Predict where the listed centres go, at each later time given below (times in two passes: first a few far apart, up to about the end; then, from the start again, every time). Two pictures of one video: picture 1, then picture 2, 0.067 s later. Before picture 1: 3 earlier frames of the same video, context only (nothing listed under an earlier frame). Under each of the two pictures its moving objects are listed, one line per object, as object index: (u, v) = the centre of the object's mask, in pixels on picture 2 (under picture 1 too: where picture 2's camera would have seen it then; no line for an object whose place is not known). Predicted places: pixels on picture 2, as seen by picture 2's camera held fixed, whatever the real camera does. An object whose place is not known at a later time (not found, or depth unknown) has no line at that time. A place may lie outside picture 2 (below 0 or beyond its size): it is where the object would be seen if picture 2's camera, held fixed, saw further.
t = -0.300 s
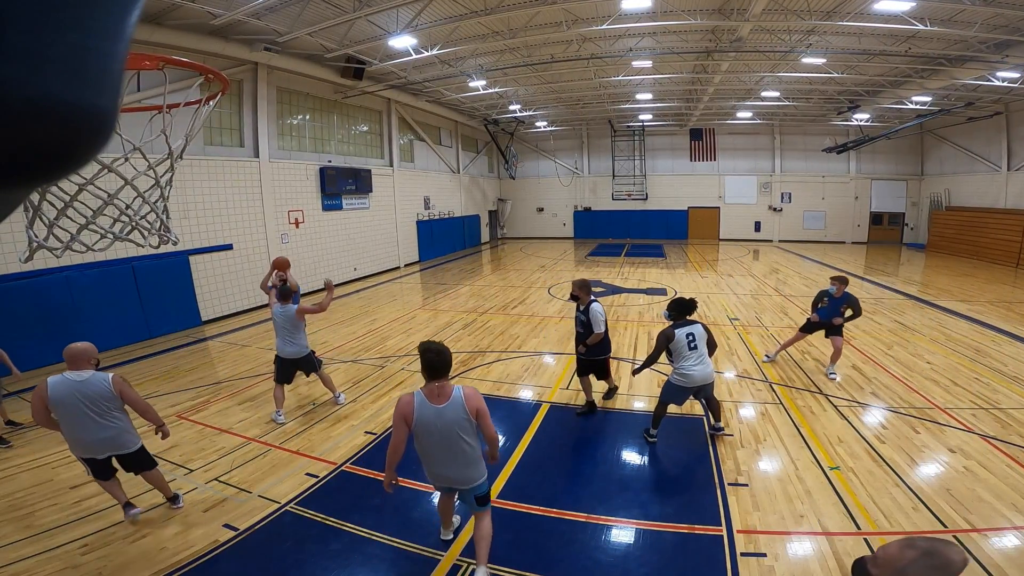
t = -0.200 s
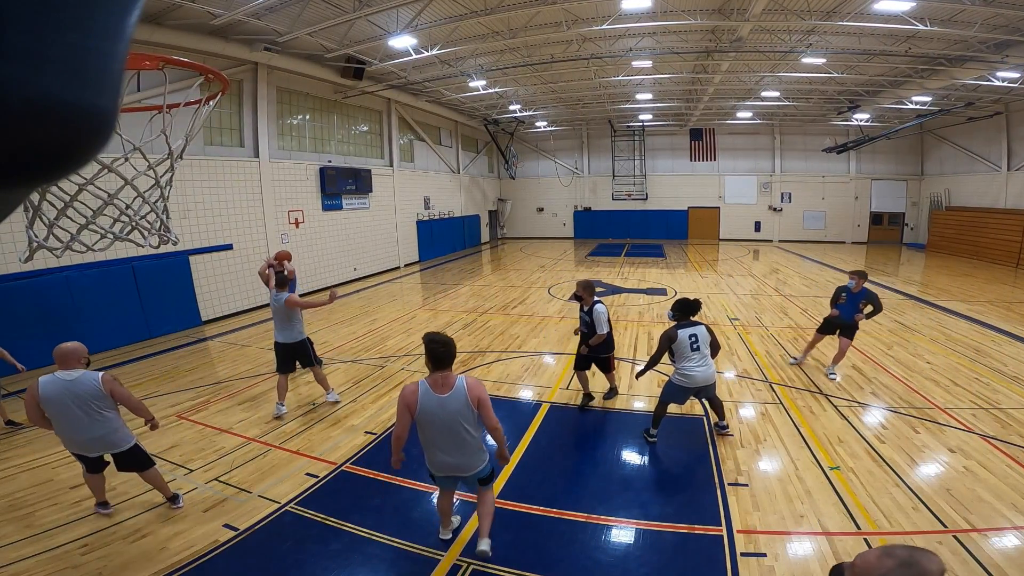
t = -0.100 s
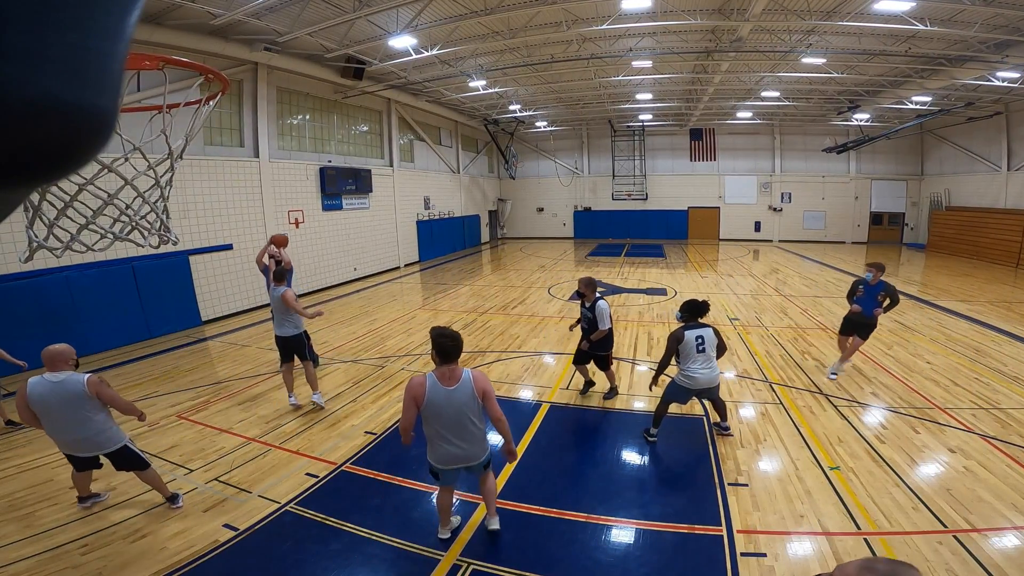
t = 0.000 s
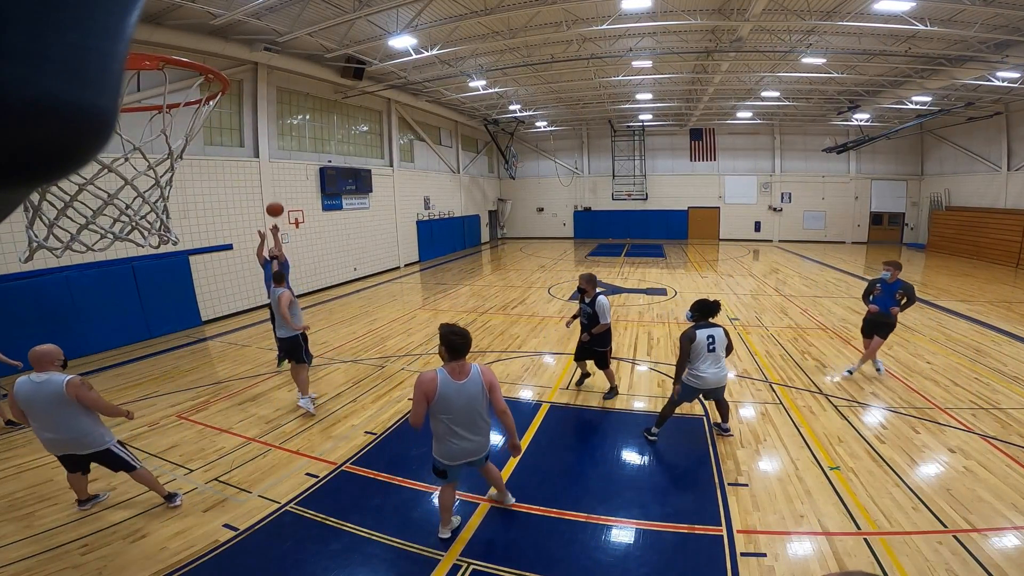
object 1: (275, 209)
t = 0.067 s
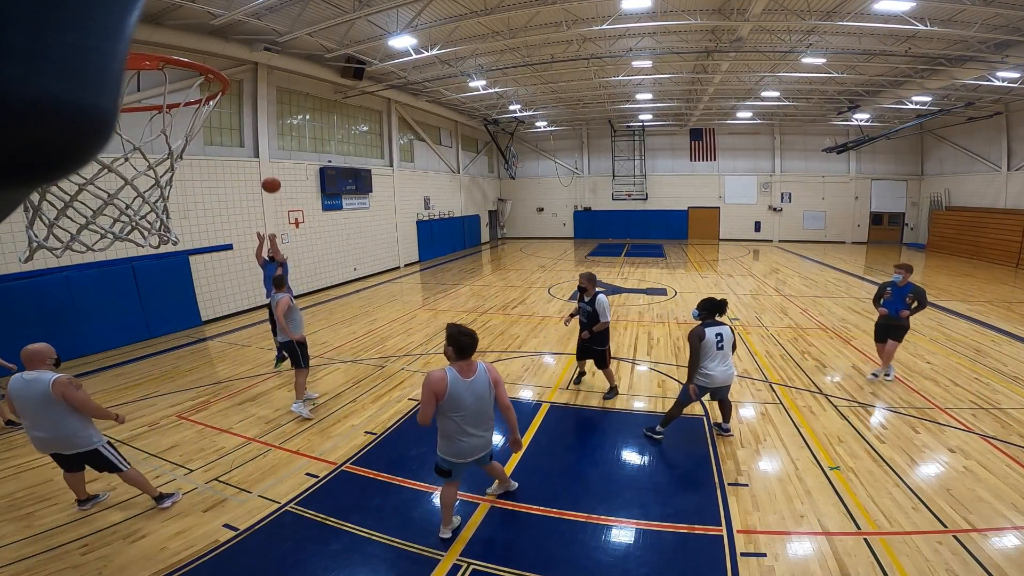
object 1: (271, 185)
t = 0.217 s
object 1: (264, 133)
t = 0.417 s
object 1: (256, 73)
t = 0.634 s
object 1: (247, 22)
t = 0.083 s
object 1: (270, 179)
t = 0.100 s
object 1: (269, 173)
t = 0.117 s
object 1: (269, 167)
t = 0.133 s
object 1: (268, 161)
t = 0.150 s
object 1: (267, 156)
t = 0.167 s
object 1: (266, 150)
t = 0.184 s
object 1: (265, 144)
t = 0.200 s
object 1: (265, 139)
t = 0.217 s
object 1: (264, 133)
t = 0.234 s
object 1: (263, 128)
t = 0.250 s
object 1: (263, 123)
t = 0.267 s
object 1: (262, 117)
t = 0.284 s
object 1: (261, 112)
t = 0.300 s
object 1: (260, 108)
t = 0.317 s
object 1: (260, 102)
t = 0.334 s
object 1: (259, 97)
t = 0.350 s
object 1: (258, 92)
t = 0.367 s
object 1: (258, 87)
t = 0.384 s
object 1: (257, 83)
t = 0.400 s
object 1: (256, 78)
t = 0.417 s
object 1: (256, 73)
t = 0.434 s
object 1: (255, 69)
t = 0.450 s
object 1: (254, 64)
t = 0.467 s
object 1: (254, 60)
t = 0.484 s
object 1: (253, 56)
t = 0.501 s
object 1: (253, 52)
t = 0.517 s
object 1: (252, 48)
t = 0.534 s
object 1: (252, 44)
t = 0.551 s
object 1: (251, 40)
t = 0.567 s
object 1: (251, 36)
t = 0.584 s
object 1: (250, 33)
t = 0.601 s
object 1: (249, 30)
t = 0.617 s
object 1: (248, 26)
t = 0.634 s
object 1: (247, 22)
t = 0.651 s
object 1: (246, 19)
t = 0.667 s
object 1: (244, 16)
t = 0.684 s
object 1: (244, 13)
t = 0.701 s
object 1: (242, 11)
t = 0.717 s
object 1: (242, 10)
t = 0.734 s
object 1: (240, 8)
